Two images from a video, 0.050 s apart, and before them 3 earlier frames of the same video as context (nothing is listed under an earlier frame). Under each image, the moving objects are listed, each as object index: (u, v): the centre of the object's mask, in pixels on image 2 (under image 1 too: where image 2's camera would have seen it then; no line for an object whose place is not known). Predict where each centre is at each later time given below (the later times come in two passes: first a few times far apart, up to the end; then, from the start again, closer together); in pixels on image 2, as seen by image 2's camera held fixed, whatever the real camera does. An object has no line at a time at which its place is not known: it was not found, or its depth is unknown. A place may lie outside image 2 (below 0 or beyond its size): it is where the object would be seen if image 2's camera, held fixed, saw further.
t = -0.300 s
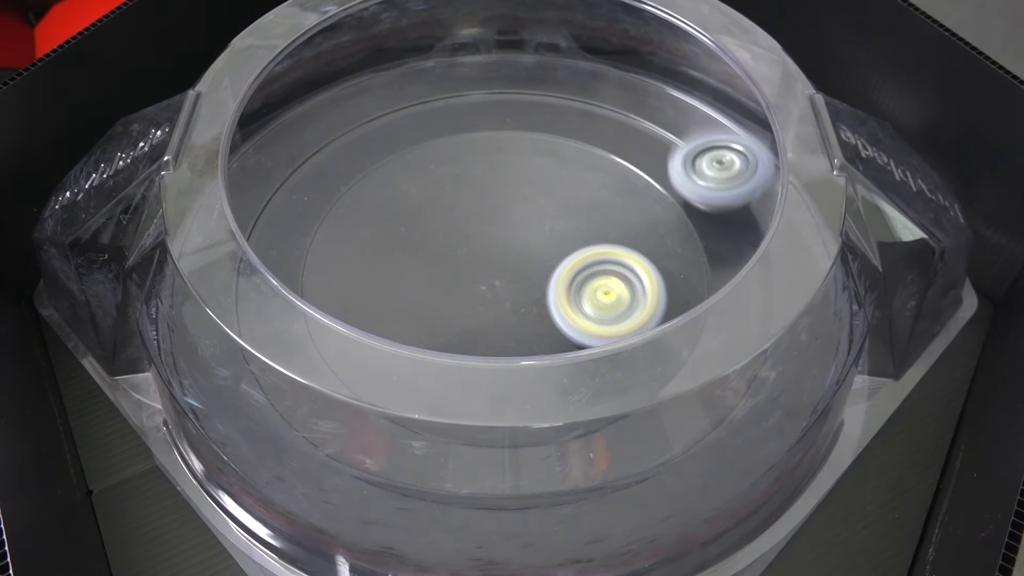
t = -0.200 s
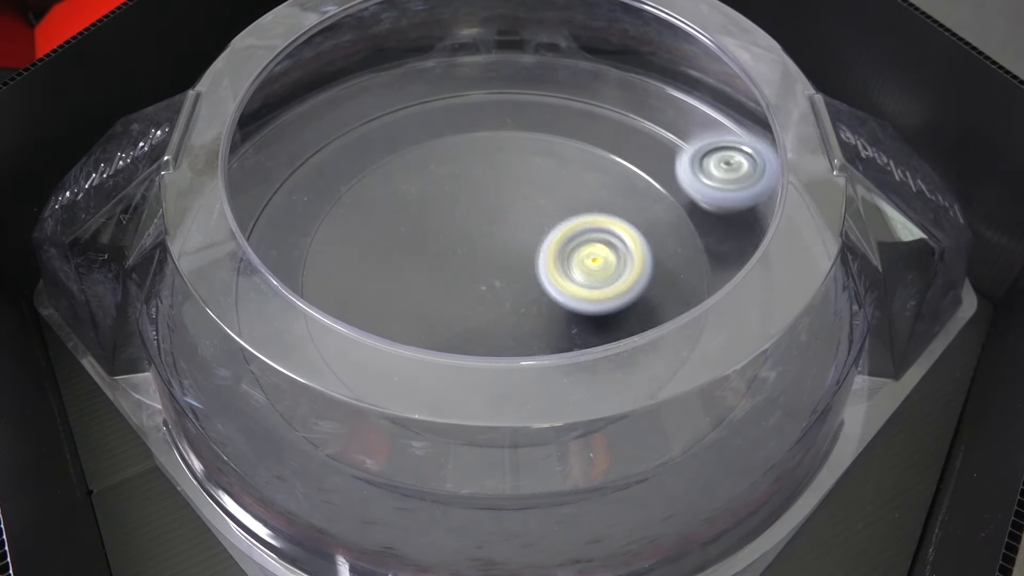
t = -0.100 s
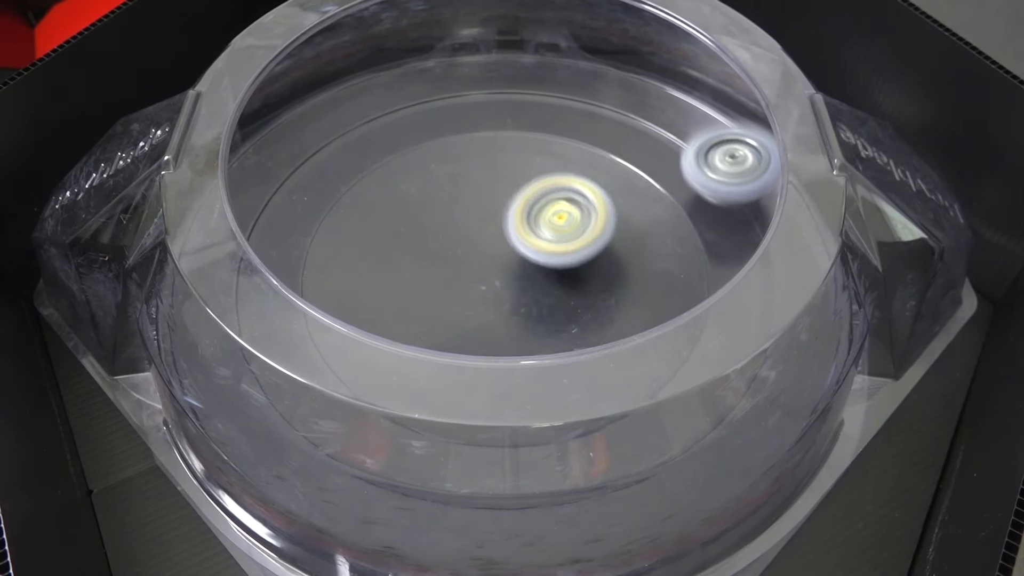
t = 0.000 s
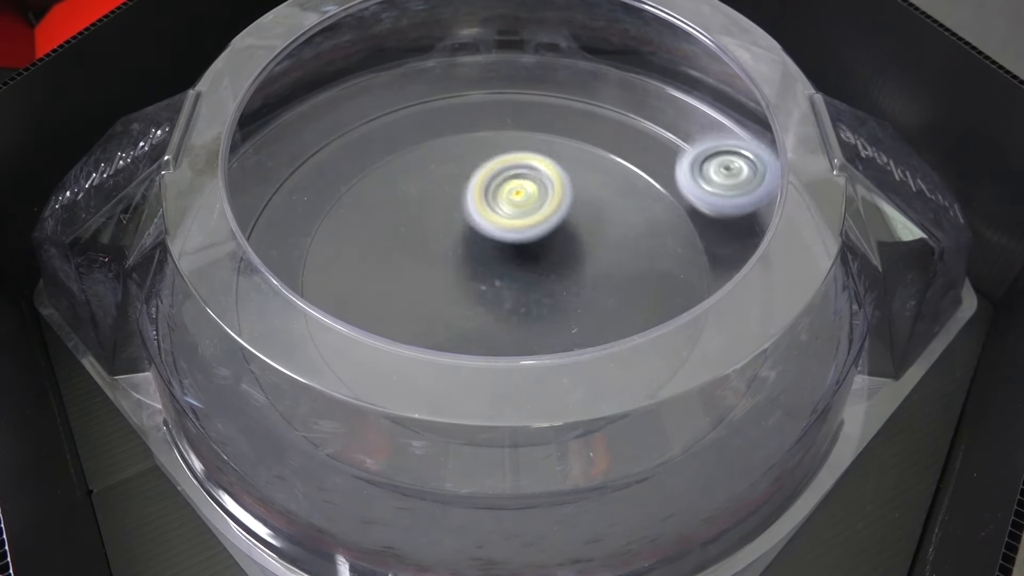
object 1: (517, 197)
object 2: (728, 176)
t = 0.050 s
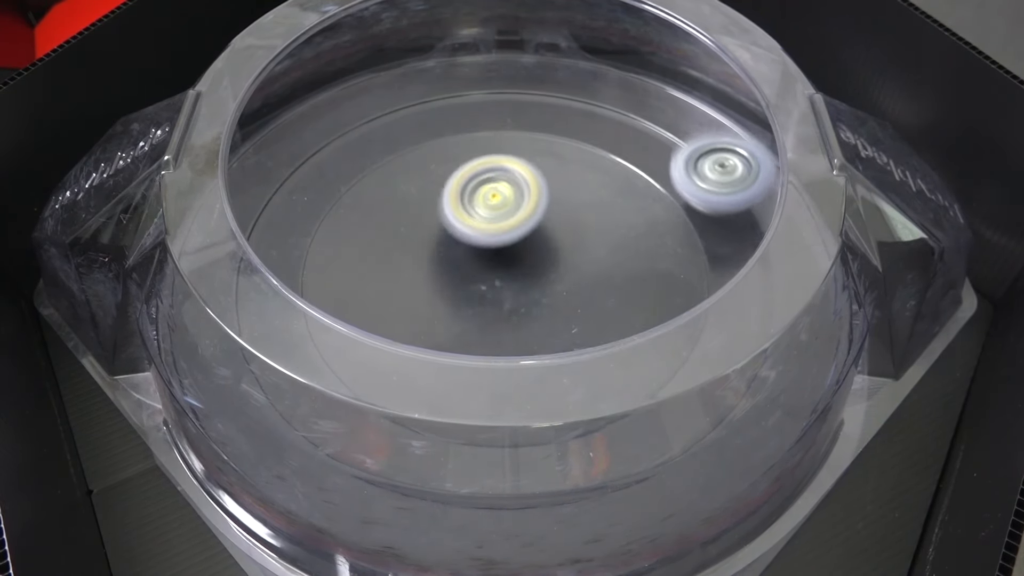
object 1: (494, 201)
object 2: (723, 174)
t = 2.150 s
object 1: (595, 268)
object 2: (565, 172)
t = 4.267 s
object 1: (379, 150)
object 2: (483, 268)
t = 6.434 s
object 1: (437, 274)
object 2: (550, 252)
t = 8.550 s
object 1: (703, 249)
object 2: (505, 244)
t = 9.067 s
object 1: (657, 406)
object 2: (486, 208)
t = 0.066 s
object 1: (486, 204)
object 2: (720, 172)
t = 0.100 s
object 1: (472, 215)
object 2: (715, 166)
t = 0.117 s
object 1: (466, 222)
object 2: (712, 164)
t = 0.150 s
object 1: (458, 239)
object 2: (706, 158)
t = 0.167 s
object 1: (456, 248)
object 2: (704, 155)
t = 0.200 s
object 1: (455, 264)
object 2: (699, 149)
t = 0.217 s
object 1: (456, 274)
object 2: (696, 146)
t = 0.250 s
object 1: (461, 287)
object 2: (692, 140)
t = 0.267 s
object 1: (465, 295)
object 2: (691, 136)
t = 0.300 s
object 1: (474, 303)
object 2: (687, 130)
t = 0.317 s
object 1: (479, 307)
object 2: (685, 127)
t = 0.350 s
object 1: (491, 310)
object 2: (680, 121)
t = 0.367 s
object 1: (498, 310)
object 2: (678, 120)
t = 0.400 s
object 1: (513, 310)
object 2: (674, 119)
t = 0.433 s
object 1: (530, 308)
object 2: (669, 115)
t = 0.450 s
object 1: (538, 304)
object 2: (667, 114)
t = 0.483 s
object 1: (555, 294)
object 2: (662, 110)
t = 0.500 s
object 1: (562, 289)
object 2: (659, 108)
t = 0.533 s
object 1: (574, 277)
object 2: (656, 107)
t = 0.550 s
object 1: (578, 270)
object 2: (654, 107)
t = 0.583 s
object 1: (584, 256)
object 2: (650, 105)
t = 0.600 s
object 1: (584, 250)
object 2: (647, 104)
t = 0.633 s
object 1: (582, 238)
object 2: (640, 101)
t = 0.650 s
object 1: (579, 233)
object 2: (636, 99)
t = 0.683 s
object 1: (569, 225)
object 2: (629, 96)
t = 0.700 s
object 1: (561, 221)
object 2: (625, 94)
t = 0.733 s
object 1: (542, 217)
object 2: (618, 92)
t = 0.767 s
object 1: (520, 216)
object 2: (610, 88)
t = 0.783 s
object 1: (509, 216)
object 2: (607, 86)
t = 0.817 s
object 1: (488, 219)
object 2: (600, 83)
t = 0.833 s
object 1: (478, 221)
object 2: (597, 82)
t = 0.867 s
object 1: (460, 227)
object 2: (594, 82)
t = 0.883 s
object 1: (452, 232)
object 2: (592, 82)
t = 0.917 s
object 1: (440, 244)
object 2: (586, 82)
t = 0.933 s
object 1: (436, 250)
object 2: (583, 81)
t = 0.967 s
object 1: (432, 264)
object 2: (575, 79)
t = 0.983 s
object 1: (433, 269)
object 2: (571, 78)
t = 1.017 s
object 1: (437, 284)
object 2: (562, 75)
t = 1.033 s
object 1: (442, 289)
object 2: (559, 74)
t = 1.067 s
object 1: (454, 300)
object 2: (555, 73)
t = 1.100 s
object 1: (469, 307)
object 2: (551, 74)
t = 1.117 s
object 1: (479, 309)
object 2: (550, 74)
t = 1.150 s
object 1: (502, 313)
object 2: (544, 74)
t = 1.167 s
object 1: (514, 314)
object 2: (542, 74)
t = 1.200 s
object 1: (539, 312)
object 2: (537, 73)
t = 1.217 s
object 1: (551, 310)
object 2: (534, 73)
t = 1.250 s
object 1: (572, 302)
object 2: (529, 74)
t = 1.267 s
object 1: (582, 296)
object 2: (525, 74)
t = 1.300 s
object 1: (595, 281)
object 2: (519, 74)
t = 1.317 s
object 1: (599, 273)
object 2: (516, 74)
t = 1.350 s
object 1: (599, 258)
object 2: (510, 75)
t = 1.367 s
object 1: (597, 250)
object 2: (507, 75)
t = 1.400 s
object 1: (589, 234)
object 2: (500, 76)
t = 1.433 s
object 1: (573, 221)
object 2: (494, 76)
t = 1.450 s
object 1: (563, 216)
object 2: (491, 77)
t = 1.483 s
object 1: (541, 207)
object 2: (485, 76)
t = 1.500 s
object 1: (529, 203)
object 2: (483, 76)
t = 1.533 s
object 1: (506, 201)
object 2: (480, 76)
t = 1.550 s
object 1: (493, 200)
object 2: (478, 76)
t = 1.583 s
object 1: (468, 203)
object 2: (474, 77)
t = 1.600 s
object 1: (457, 205)
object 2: (472, 77)
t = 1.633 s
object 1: (437, 213)
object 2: (470, 79)
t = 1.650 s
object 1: (428, 218)
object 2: (468, 80)
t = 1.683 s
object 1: (413, 232)
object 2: (465, 81)
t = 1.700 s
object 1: (407, 240)
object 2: (464, 82)
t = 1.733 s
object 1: (402, 256)
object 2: (463, 84)
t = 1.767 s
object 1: (401, 273)
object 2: (461, 87)
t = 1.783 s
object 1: (405, 281)
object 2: (460, 88)
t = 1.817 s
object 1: (415, 296)
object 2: (461, 91)
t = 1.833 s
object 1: (423, 302)
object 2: (460, 93)
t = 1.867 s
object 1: (442, 312)
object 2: (461, 97)
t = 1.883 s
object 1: (451, 315)
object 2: (462, 99)
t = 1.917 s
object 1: (476, 320)
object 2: (465, 104)
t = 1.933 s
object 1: (489, 322)
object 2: (468, 107)
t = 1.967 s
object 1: (517, 322)
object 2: (477, 116)
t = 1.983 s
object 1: (531, 319)
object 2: (483, 122)
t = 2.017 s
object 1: (557, 311)
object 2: (496, 134)
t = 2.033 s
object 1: (567, 305)
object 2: (505, 140)
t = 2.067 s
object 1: (582, 290)
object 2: (524, 153)
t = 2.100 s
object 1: (589, 270)
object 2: (544, 170)
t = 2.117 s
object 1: (590, 261)
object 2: (555, 177)
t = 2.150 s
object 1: (595, 268)
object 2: (565, 172)
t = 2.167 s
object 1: (597, 273)
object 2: (567, 166)
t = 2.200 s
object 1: (597, 281)
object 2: (575, 161)
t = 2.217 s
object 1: (596, 284)
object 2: (578, 161)
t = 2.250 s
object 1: (591, 286)
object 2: (586, 165)
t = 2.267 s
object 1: (588, 286)
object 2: (590, 170)
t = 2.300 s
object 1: (580, 285)
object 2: (598, 183)
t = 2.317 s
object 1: (576, 283)
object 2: (601, 190)
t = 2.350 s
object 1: (562, 293)
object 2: (607, 197)
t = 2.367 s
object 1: (554, 304)
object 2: (609, 191)
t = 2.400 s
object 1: (537, 316)
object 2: (611, 188)
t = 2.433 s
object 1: (523, 324)
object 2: (611, 190)
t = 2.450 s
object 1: (514, 338)
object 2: (609, 194)
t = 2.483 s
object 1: (501, 348)
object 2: (606, 204)
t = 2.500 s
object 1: (495, 352)
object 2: (602, 210)
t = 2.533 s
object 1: (485, 357)
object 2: (591, 224)
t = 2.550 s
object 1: (481, 358)
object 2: (584, 231)
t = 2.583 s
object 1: (475, 357)
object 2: (568, 246)
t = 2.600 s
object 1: (473, 357)
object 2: (557, 254)
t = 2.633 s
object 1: (471, 357)
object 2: (534, 264)
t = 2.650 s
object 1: (470, 356)
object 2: (523, 266)
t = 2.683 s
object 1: (469, 354)
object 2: (499, 268)
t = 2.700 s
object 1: (470, 351)
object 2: (488, 266)
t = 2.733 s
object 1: (472, 345)
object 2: (467, 261)
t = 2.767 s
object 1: (475, 338)
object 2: (451, 255)
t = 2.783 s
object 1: (476, 334)
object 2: (445, 251)
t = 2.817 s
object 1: (480, 322)
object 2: (435, 240)
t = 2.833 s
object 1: (482, 319)
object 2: (431, 234)
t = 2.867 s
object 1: (485, 314)
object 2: (425, 221)
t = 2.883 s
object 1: (488, 310)
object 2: (423, 215)
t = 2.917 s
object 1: (493, 300)
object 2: (421, 202)
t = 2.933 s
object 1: (495, 294)
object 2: (420, 194)
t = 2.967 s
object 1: (500, 282)
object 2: (420, 182)
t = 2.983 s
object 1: (502, 276)
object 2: (422, 175)
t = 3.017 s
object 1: (504, 264)
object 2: (425, 162)
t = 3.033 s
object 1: (505, 259)
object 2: (429, 157)
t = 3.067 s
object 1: (505, 248)
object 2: (439, 148)
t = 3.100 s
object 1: (504, 239)
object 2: (453, 142)
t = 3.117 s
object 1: (503, 235)
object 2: (461, 142)
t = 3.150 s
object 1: (498, 228)
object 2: (478, 144)
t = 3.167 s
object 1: (496, 227)
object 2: (486, 146)
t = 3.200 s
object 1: (488, 235)
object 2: (504, 138)
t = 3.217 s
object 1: (483, 241)
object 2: (514, 136)
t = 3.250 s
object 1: (476, 248)
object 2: (532, 134)
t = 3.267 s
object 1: (471, 251)
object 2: (540, 136)
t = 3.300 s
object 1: (463, 257)
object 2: (557, 144)
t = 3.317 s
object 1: (460, 259)
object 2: (564, 149)
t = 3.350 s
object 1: (451, 264)
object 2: (577, 163)
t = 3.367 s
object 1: (448, 266)
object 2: (583, 173)
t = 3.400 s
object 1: (442, 269)
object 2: (589, 193)
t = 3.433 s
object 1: (439, 270)
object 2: (592, 213)
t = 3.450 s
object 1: (436, 270)
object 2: (591, 225)
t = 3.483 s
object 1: (434, 269)
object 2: (586, 248)
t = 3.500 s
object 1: (432, 268)
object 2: (582, 258)
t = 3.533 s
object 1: (429, 266)
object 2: (569, 278)
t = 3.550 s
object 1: (429, 265)
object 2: (561, 287)
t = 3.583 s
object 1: (427, 263)
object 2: (543, 302)
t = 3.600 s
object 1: (427, 262)
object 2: (532, 306)
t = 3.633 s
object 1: (419, 256)
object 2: (520, 313)
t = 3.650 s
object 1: (408, 249)
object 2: (521, 317)
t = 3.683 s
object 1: (391, 236)
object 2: (521, 324)
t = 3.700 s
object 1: (383, 231)
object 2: (521, 336)
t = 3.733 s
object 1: (370, 223)
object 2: (515, 343)
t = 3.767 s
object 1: (360, 217)
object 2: (506, 348)
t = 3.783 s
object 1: (355, 214)
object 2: (500, 350)
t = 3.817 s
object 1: (349, 211)
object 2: (485, 350)
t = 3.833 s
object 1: (346, 210)
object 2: (479, 350)
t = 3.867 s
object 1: (341, 207)
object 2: (463, 348)
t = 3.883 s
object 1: (340, 206)
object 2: (453, 347)
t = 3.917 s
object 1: (338, 203)
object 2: (436, 343)
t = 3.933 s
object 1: (338, 202)
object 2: (427, 343)
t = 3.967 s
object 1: (338, 200)
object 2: (409, 336)
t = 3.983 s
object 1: (339, 199)
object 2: (402, 330)
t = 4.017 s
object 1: (341, 198)
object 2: (392, 319)
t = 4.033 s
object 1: (344, 198)
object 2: (386, 313)
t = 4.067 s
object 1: (348, 198)
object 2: (384, 297)
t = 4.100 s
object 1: (354, 195)
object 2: (386, 288)
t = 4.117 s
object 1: (356, 189)
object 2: (392, 286)
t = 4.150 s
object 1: (360, 175)
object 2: (408, 281)
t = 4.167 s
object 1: (362, 170)
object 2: (419, 279)
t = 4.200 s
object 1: (367, 160)
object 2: (439, 274)
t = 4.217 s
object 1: (369, 157)
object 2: (450, 272)
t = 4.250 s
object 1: (376, 152)
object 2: (473, 269)
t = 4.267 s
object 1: (379, 150)
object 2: (483, 268)
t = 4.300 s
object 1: (386, 148)
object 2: (507, 269)
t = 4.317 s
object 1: (389, 146)
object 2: (516, 269)
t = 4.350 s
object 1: (398, 146)
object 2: (537, 272)
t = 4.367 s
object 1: (400, 145)
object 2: (546, 274)
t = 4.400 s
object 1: (411, 146)
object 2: (561, 279)
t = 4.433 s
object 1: (420, 145)
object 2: (572, 284)
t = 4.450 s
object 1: (425, 145)
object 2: (577, 288)
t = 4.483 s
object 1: (436, 146)
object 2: (585, 295)
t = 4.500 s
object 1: (442, 147)
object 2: (589, 299)
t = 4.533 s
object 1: (453, 149)
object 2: (595, 306)
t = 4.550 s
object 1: (459, 150)
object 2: (598, 308)
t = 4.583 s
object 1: (470, 154)
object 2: (603, 312)
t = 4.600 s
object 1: (477, 156)
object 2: (602, 315)
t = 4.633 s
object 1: (489, 161)
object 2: (605, 319)
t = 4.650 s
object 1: (496, 164)
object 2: (604, 321)
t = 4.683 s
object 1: (508, 171)
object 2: (609, 345)
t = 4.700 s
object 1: (515, 175)
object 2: (608, 354)
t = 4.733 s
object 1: (526, 184)
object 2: (598, 357)
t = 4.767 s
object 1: (537, 193)
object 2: (584, 360)
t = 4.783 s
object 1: (543, 199)
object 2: (576, 361)
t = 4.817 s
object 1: (551, 210)
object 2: (558, 353)
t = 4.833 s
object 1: (556, 217)
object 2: (549, 349)
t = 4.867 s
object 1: (561, 229)
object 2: (534, 336)
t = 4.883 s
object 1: (564, 236)
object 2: (526, 331)
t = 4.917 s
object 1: (567, 245)
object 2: (512, 318)
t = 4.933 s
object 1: (566, 247)
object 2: (504, 313)
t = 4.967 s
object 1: (567, 249)
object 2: (483, 307)
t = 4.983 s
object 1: (568, 250)
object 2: (474, 308)
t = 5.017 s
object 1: (570, 252)
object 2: (459, 299)
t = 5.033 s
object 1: (572, 253)
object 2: (454, 294)
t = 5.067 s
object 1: (574, 256)
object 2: (447, 279)
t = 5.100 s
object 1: (574, 258)
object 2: (446, 265)
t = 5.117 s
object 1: (576, 259)
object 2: (446, 257)
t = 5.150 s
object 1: (575, 261)
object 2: (453, 243)
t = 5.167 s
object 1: (577, 261)
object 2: (458, 237)
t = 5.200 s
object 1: (576, 262)
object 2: (469, 226)
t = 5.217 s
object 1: (577, 263)
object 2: (477, 222)
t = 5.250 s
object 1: (576, 264)
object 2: (492, 214)
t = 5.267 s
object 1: (580, 267)
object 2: (499, 210)
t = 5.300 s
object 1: (589, 275)
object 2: (505, 196)
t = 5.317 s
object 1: (594, 279)
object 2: (510, 192)
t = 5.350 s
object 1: (603, 288)
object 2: (519, 185)
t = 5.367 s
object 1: (606, 292)
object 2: (525, 184)
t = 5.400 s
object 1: (613, 297)
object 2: (538, 181)
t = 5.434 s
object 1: (618, 300)
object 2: (551, 181)
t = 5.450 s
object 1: (619, 302)
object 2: (558, 183)
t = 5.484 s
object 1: (624, 304)
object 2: (570, 188)
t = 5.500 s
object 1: (625, 305)
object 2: (575, 193)
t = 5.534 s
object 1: (632, 317)
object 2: (583, 202)
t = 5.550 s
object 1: (634, 320)
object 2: (586, 208)
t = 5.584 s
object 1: (636, 325)
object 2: (588, 221)
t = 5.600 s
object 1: (638, 326)
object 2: (588, 229)
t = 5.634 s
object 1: (637, 330)
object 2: (585, 243)
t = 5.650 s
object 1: (638, 333)
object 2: (581, 251)
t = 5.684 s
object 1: (636, 336)
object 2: (570, 264)
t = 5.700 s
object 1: (634, 337)
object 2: (562, 271)
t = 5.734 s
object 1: (632, 337)
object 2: (547, 282)
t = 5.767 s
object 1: (627, 340)
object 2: (528, 290)
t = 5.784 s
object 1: (625, 341)
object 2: (519, 292)
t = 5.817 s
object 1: (618, 343)
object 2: (499, 293)
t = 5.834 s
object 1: (614, 344)
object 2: (489, 292)
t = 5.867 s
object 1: (605, 345)
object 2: (473, 289)
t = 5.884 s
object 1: (600, 346)
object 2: (465, 286)
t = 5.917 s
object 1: (590, 345)
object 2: (451, 279)
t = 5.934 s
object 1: (585, 344)
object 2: (445, 274)
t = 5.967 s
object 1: (573, 341)
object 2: (434, 265)
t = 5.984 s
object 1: (565, 339)
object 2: (431, 258)
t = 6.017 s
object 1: (550, 333)
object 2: (424, 247)
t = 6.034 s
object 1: (542, 324)
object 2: (423, 242)
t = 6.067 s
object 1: (527, 321)
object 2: (422, 229)
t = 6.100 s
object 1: (511, 317)
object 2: (425, 219)
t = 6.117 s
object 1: (503, 315)
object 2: (428, 214)
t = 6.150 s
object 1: (489, 311)
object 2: (436, 204)
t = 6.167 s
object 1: (483, 308)
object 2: (441, 201)
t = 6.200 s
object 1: (472, 302)
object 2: (455, 197)
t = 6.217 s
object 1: (468, 299)
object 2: (461, 195)
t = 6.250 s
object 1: (461, 292)
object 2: (479, 197)
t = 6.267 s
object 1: (457, 290)
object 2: (486, 198)
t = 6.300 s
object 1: (452, 285)
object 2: (502, 204)
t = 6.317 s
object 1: (450, 283)
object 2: (511, 209)
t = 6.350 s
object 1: (447, 280)
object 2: (525, 218)
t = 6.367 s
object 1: (446, 279)
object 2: (531, 226)
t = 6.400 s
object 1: (443, 276)
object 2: (542, 238)
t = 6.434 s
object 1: (437, 274)
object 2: (550, 252)
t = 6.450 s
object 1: (434, 274)
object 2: (556, 258)
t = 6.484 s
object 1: (426, 271)
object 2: (560, 270)
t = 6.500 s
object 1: (422, 270)
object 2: (561, 277)
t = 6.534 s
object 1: (415, 267)
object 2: (560, 289)
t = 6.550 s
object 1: (412, 265)
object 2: (557, 295)
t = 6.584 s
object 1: (407, 262)
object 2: (551, 306)
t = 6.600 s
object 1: (406, 260)
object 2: (547, 310)
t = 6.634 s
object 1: (401, 257)
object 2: (534, 317)
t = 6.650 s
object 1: (400, 255)
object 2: (529, 319)
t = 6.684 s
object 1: (396, 251)
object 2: (515, 322)
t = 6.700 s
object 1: (394, 249)
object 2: (507, 323)
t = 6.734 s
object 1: (392, 245)
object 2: (491, 324)
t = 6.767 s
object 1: (390, 242)
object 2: (476, 321)
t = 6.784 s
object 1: (389, 240)
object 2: (468, 320)
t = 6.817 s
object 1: (388, 236)
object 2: (455, 315)
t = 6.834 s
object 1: (388, 234)
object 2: (451, 312)
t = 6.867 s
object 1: (387, 221)
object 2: (448, 312)
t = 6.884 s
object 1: (387, 215)
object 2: (448, 312)
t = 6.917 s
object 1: (389, 206)
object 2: (448, 310)
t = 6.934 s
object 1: (392, 202)
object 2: (449, 307)
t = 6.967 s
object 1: (396, 196)
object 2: (453, 303)
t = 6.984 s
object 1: (397, 193)
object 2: (457, 299)
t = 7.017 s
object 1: (402, 189)
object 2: (465, 291)
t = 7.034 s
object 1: (405, 187)
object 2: (472, 287)
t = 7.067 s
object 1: (411, 183)
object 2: (487, 281)
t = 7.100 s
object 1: (417, 180)
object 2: (502, 277)
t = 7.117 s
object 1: (422, 178)
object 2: (511, 276)
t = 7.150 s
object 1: (430, 175)
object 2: (527, 276)
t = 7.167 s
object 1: (433, 174)
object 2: (534, 276)
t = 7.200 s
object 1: (441, 172)
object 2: (548, 278)
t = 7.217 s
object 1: (447, 171)
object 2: (554, 280)
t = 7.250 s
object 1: (456, 169)
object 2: (563, 283)
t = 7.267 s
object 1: (459, 169)
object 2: (567, 286)
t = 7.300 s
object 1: (468, 167)
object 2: (575, 292)
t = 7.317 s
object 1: (475, 167)
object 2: (578, 296)
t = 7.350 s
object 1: (484, 167)
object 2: (581, 302)
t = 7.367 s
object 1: (488, 166)
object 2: (583, 305)
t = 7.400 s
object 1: (497, 167)
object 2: (581, 310)
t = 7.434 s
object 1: (507, 168)
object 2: (575, 314)
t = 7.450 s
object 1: (513, 169)
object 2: (573, 315)
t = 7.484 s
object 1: (521, 171)
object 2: (562, 316)
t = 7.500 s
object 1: (525, 170)
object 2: (555, 315)
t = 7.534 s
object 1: (532, 172)
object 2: (543, 313)
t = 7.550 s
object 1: (536, 174)
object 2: (536, 311)
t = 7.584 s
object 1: (543, 176)
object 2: (524, 302)
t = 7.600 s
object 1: (547, 176)
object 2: (520, 297)
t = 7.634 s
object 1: (555, 179)
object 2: (513, 285)
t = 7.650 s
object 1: (557, 181)
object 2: (512, 277)
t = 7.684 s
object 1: (564, 184)
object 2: (510, 265)
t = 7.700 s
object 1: (569, 182)
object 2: (509, 262)
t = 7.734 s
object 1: (577, 179)
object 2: (509, 256)
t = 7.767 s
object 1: (585, 179)
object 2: (512, 249)
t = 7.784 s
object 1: (600, 172)
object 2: (505, 255)
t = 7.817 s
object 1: (630, 148)
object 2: (478, 272)
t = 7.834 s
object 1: (643, 138)
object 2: (467, 279)
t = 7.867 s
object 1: (668, 125)
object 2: (448, 289)
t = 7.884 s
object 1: (677, 119)
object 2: (439, 293)
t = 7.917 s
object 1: (686, 114)
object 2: (425, 296)
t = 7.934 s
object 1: (689, 114)
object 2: (420, 296)
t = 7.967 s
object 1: (700, 111)
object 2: (408, 294)
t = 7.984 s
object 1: (704, 111)
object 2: (402, 293)
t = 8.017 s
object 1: (714, 111)
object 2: (390, 289)
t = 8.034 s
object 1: (720, 111)
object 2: (385, 289)
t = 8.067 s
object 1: (723, 113)
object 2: (373, 283)
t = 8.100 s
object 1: (720, 120)
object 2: (362, 278)
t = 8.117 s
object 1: (721, 123)
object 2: (358, 275)
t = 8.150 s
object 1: (727, 126)
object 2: (351, 269)
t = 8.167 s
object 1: (731, 128)
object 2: (348, 266)
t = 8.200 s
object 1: (737, 135)
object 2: (345, 256)
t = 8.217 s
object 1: (738, 138)
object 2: (347, 252)
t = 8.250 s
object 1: (743, 147)
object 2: (354, 243)
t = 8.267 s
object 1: (737, 154)
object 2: (359, 240)
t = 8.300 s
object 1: (749, 164)
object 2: (373, 236)
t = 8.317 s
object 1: (749, 168)
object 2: (382, 235)
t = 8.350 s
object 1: (750, 180)
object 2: (399, 233)
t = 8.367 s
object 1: (750, 187)
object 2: (407, 233)
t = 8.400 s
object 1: (742, 201)
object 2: (425, 233)
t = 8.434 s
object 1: (729, 213)
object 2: (443, 235)
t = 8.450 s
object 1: (724, 219)
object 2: (452, 236)
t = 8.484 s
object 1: (718, 229)
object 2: (471, 237)
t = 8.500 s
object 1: (714, 235)
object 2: (479, 239)
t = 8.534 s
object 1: (707, 244)
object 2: (496, 242)
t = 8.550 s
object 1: (703, 249)
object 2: (505, 244)
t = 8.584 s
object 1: (693, 259)
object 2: (521, 249)
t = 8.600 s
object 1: (685, 264)
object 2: (529, 251)
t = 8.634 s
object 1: (666, 273)
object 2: (544, 256)
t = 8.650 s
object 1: (654, 277)
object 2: (550, 258)
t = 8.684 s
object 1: (654, 285)
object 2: (534, 254)
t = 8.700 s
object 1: (666, 301)
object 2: (521, 252)
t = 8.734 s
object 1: (676, 314)
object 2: (496, 243)
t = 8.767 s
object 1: (685, 330)
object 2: (477, 236)
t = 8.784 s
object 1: (689, 334)
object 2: (468, 233)
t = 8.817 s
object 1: (699, 355)
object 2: (455, 226)
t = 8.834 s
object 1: (696, 354)
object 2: (450, 224)
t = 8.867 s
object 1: (696, 367)
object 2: (445, 220)
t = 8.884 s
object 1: (694, 372)
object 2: (444, 219)
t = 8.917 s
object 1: (691, 381)
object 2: (446, 216)
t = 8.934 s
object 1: (689, 385)
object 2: (449, 216)
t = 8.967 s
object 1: (683, 394)
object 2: (456, 215)
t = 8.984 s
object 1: (681, 398)
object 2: (460, 213)
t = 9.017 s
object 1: (672, 402)
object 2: (469, 211)
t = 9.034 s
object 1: (666, 404)
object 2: (475, 211)
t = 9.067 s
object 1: (657, 406)
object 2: (486, 208)
